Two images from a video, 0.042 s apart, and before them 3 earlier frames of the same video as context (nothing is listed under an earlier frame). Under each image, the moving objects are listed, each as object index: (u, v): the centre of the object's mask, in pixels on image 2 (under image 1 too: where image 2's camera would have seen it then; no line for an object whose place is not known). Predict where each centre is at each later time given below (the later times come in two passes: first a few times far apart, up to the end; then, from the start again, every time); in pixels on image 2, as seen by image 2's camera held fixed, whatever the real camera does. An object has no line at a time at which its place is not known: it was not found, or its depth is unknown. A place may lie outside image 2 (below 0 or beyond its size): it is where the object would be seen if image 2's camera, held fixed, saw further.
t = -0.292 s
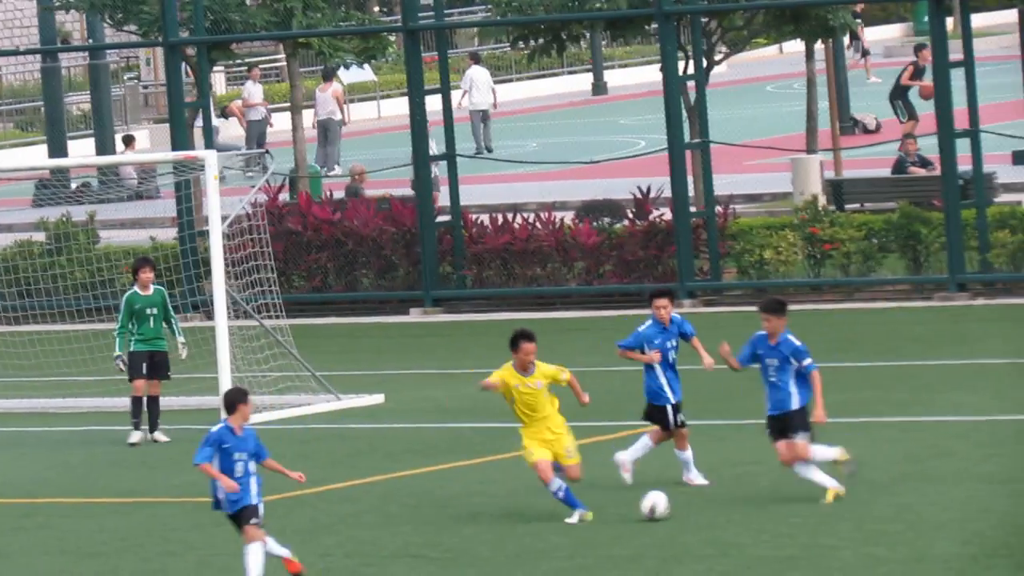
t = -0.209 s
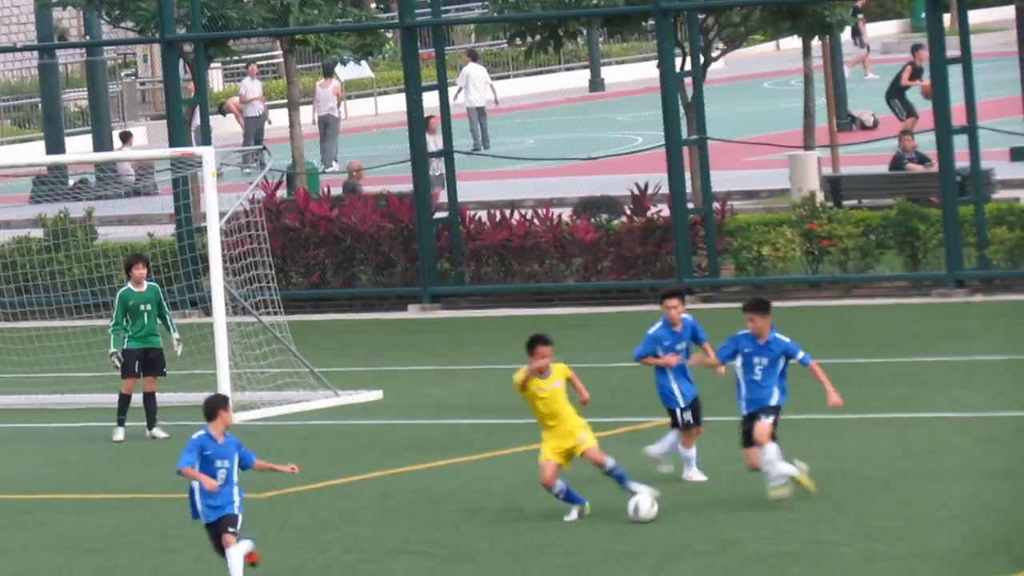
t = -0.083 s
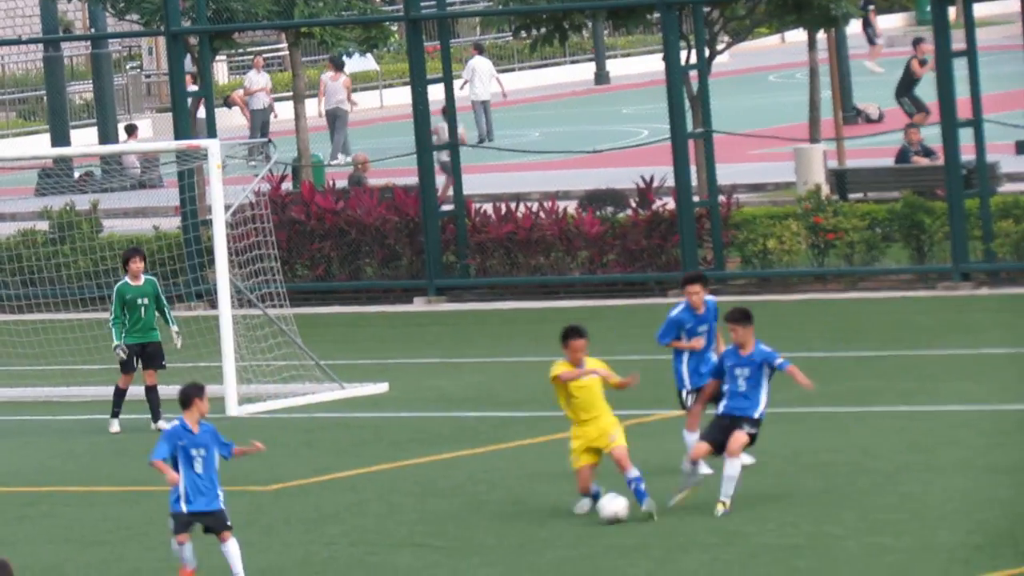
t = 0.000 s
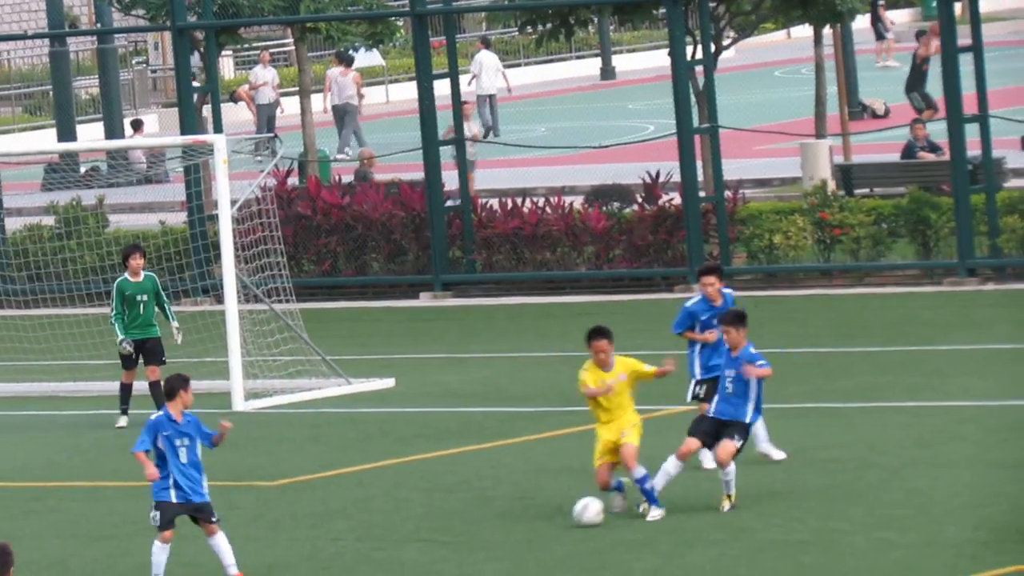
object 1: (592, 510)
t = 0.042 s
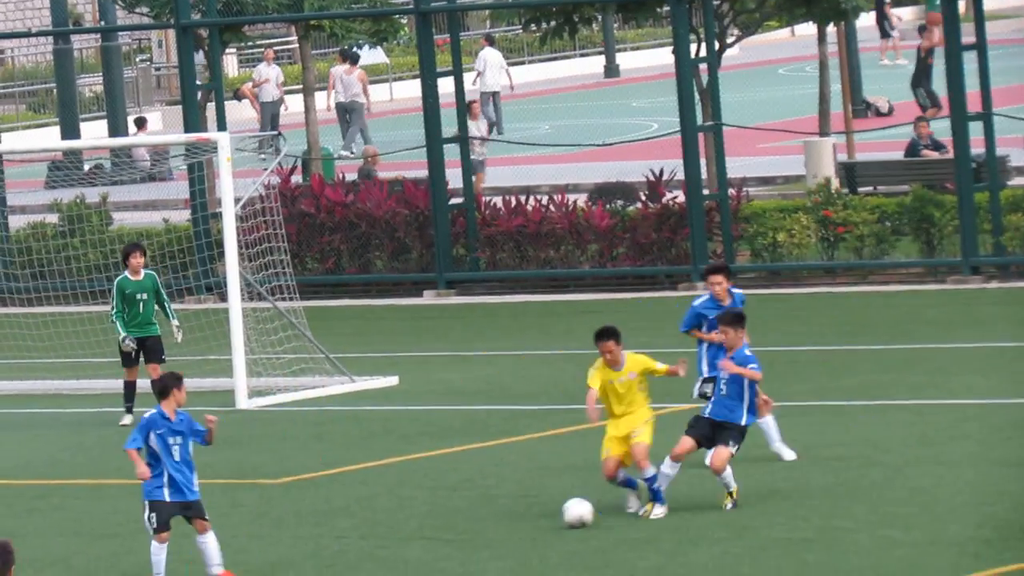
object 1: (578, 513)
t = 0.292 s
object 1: (490, 533)
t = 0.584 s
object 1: (390, 555)
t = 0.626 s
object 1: (377, 559)
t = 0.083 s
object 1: (563, 515)
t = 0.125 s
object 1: (548, 520)
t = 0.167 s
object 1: (533, 523)
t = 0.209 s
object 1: (519, 526)
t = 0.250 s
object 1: (504, 530)
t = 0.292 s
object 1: (490, 533)
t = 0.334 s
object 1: (475, 536)
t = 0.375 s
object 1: (460, 540)
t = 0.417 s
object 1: (447, 543)
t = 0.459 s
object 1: (432, 546)
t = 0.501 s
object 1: (418, 550)
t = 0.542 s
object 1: (404, 552)
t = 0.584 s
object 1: (390, 555)
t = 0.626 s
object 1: (377, 559)
